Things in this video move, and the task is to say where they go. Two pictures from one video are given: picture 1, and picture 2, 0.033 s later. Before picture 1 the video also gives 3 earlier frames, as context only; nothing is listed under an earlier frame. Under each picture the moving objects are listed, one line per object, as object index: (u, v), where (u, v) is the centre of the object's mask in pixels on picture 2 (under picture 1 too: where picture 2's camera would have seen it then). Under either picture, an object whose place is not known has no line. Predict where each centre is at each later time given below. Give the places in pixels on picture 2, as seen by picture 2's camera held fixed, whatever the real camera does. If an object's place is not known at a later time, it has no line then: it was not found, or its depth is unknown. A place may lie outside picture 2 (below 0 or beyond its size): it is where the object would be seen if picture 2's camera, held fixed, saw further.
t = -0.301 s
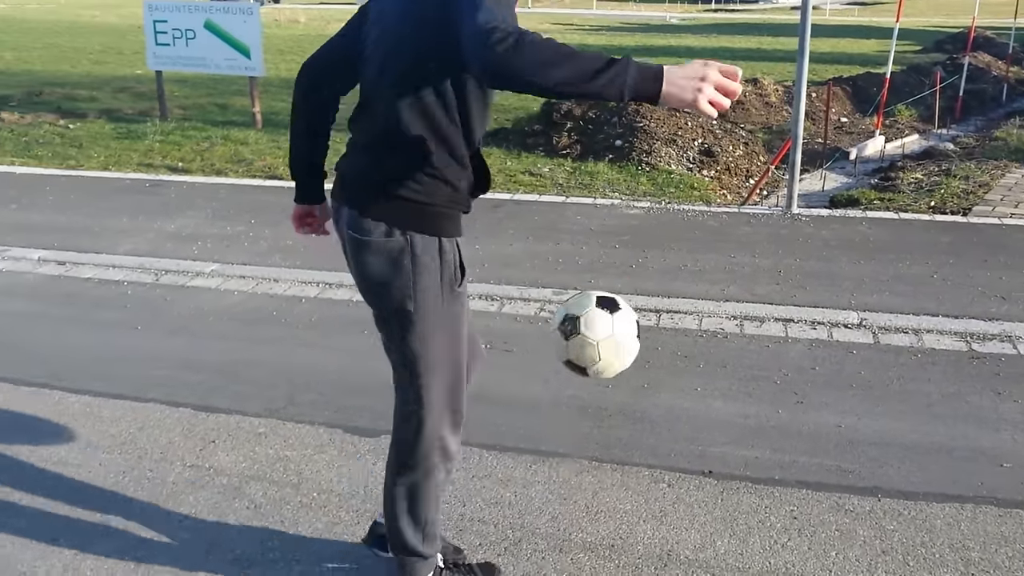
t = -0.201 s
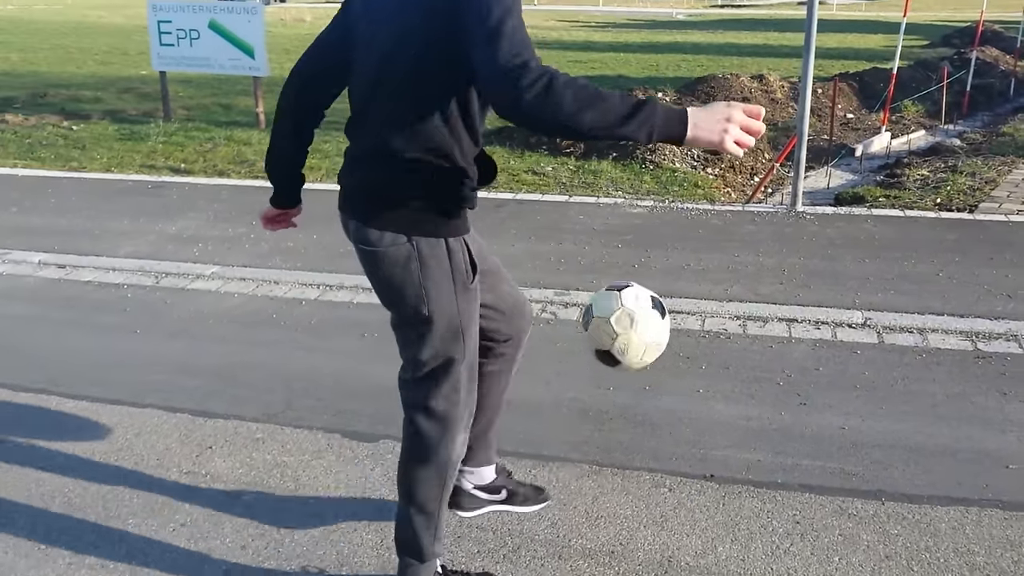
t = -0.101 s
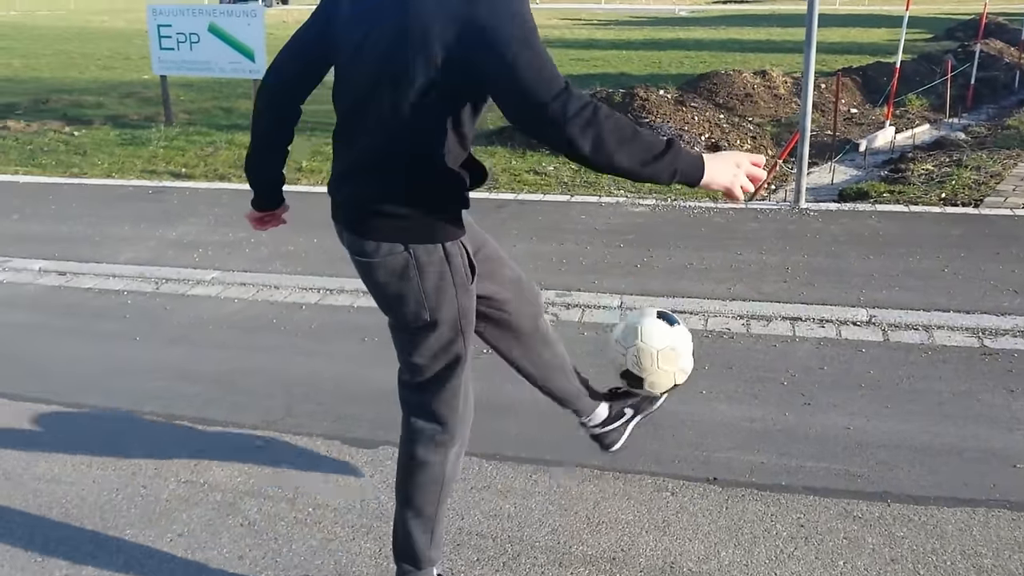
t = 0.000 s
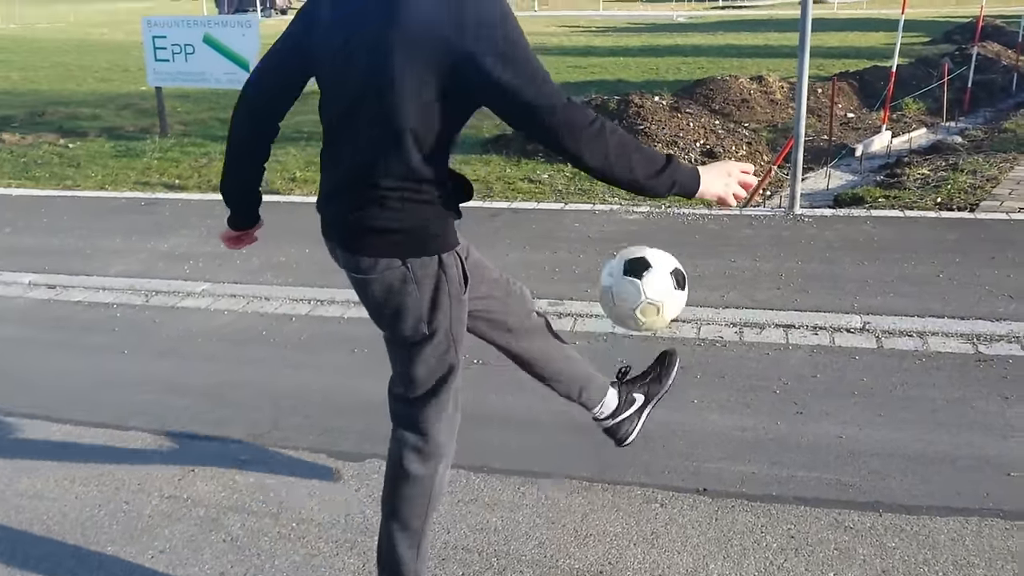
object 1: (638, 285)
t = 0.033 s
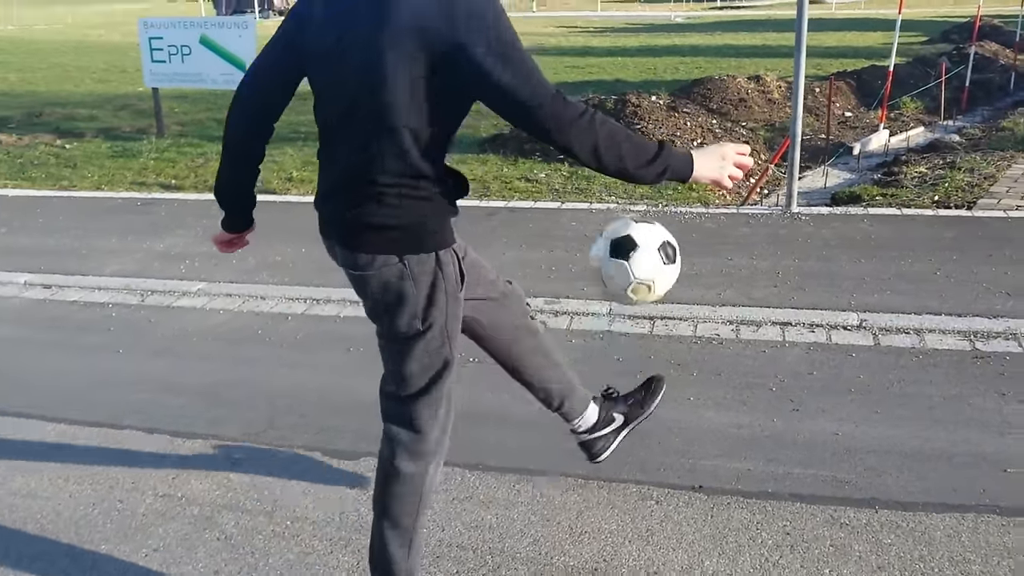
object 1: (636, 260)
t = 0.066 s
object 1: (631, 237)
